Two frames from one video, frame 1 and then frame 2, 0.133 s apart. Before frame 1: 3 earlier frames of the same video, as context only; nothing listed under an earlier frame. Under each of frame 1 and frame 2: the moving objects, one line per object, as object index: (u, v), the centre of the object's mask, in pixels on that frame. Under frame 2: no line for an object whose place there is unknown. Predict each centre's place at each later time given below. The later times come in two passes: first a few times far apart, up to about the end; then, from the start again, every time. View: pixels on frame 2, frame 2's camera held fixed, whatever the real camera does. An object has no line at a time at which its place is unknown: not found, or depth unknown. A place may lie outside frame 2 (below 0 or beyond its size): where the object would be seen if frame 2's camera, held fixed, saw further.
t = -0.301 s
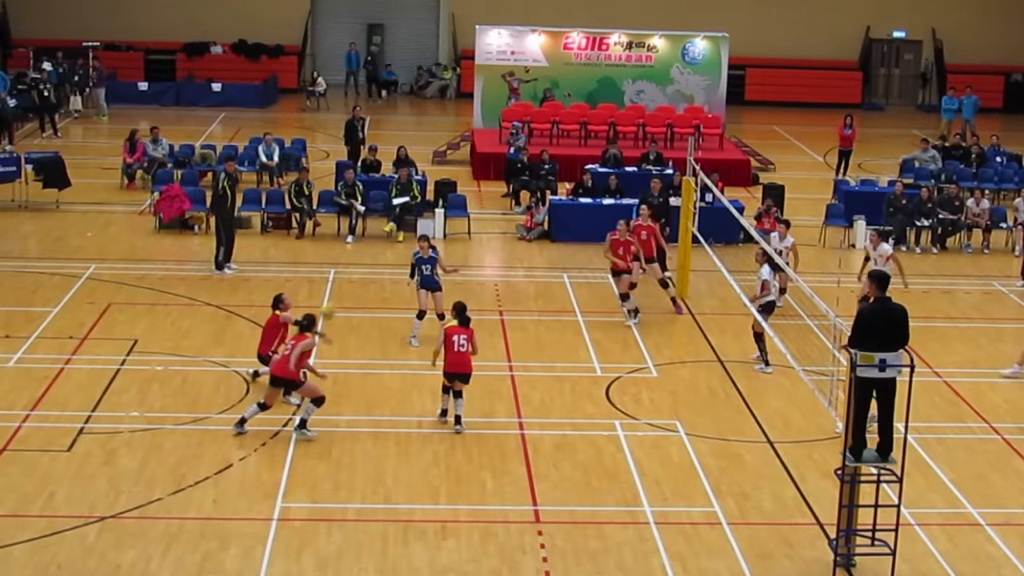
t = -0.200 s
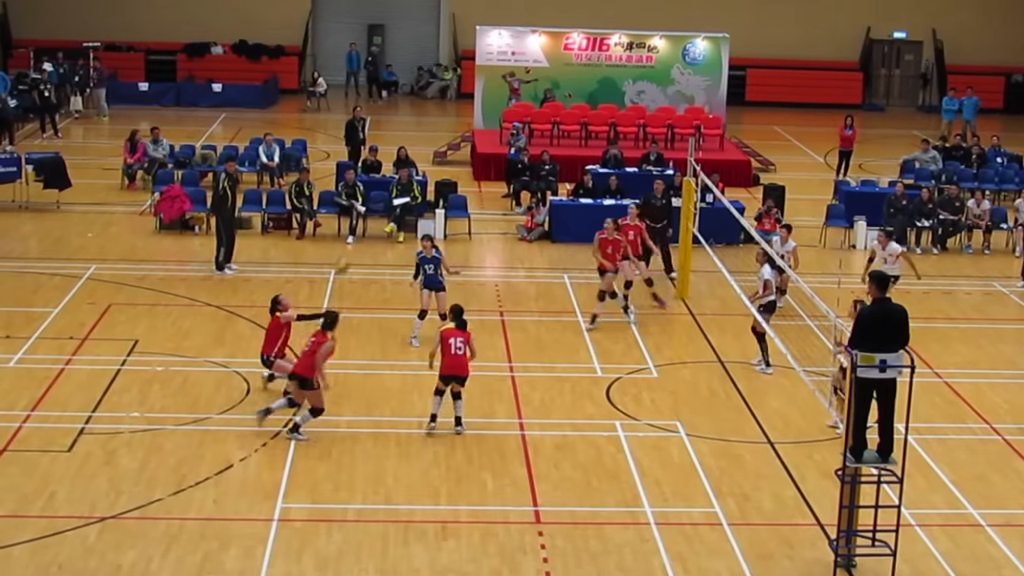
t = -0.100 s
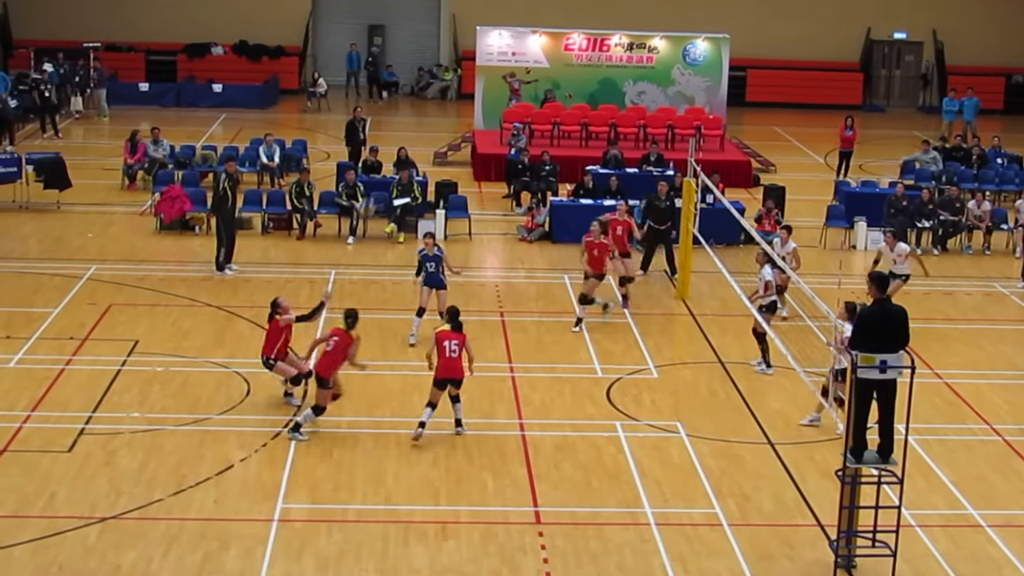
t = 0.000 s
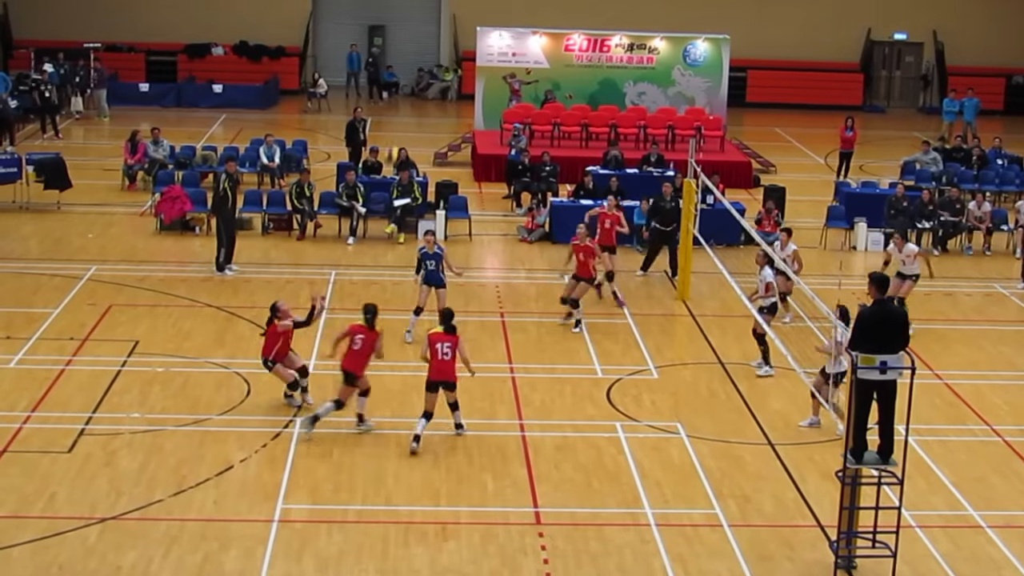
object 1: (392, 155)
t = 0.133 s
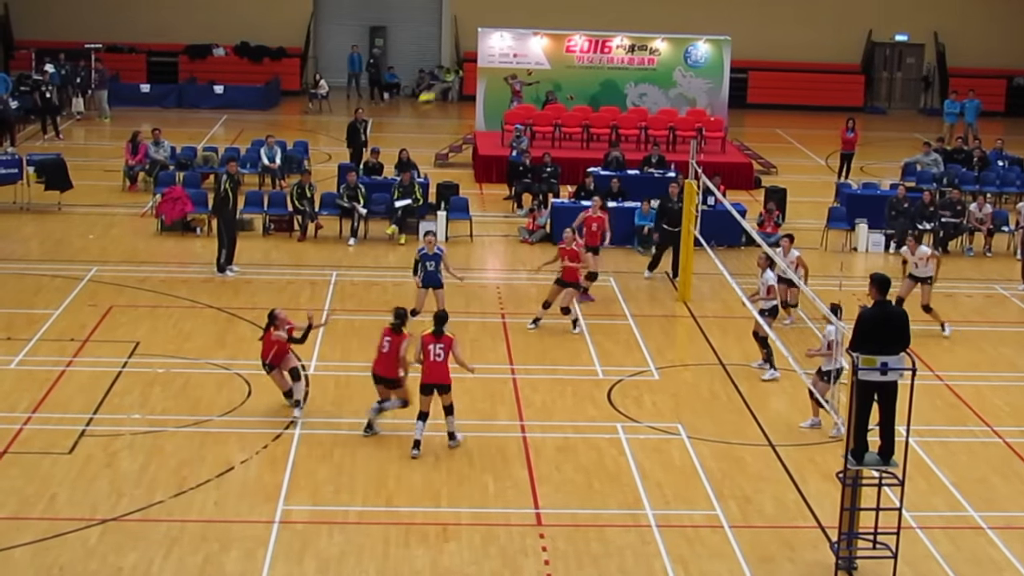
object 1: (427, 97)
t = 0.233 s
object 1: (451, 70)
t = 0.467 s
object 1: (504, 19)
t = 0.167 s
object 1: (434, 89)
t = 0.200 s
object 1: (443, 77)
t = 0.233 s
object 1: (451, 70)
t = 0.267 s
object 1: (459, 59)
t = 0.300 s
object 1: (468, 47)
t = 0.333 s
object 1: (475, 40)
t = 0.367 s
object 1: (482, 33)
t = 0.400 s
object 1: (490, 28)
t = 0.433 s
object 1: (497, 23)
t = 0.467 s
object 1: (504, 19)
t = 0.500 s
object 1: (512, 16)
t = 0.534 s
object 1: (518, 14)
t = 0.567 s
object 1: (526, 13)
